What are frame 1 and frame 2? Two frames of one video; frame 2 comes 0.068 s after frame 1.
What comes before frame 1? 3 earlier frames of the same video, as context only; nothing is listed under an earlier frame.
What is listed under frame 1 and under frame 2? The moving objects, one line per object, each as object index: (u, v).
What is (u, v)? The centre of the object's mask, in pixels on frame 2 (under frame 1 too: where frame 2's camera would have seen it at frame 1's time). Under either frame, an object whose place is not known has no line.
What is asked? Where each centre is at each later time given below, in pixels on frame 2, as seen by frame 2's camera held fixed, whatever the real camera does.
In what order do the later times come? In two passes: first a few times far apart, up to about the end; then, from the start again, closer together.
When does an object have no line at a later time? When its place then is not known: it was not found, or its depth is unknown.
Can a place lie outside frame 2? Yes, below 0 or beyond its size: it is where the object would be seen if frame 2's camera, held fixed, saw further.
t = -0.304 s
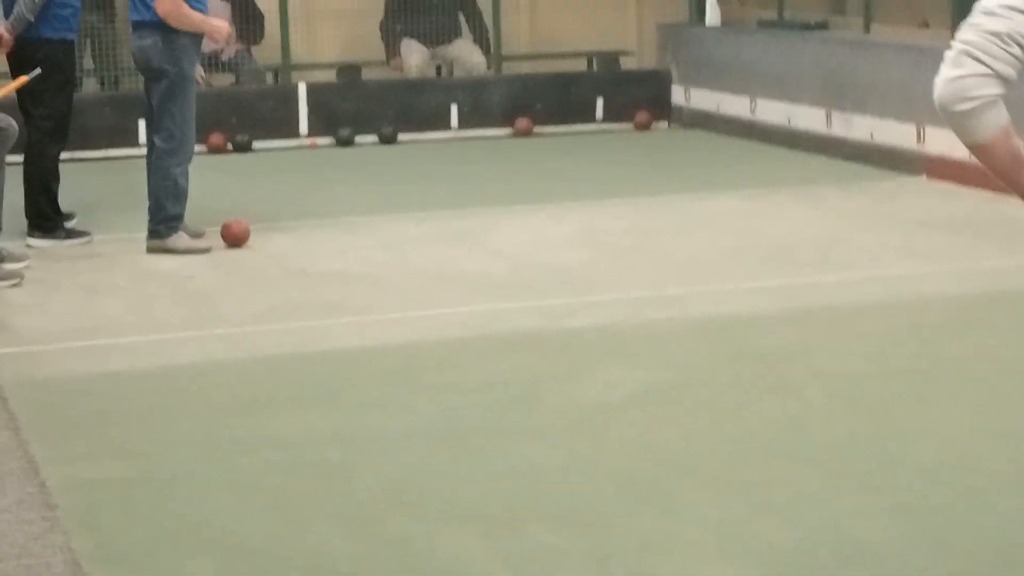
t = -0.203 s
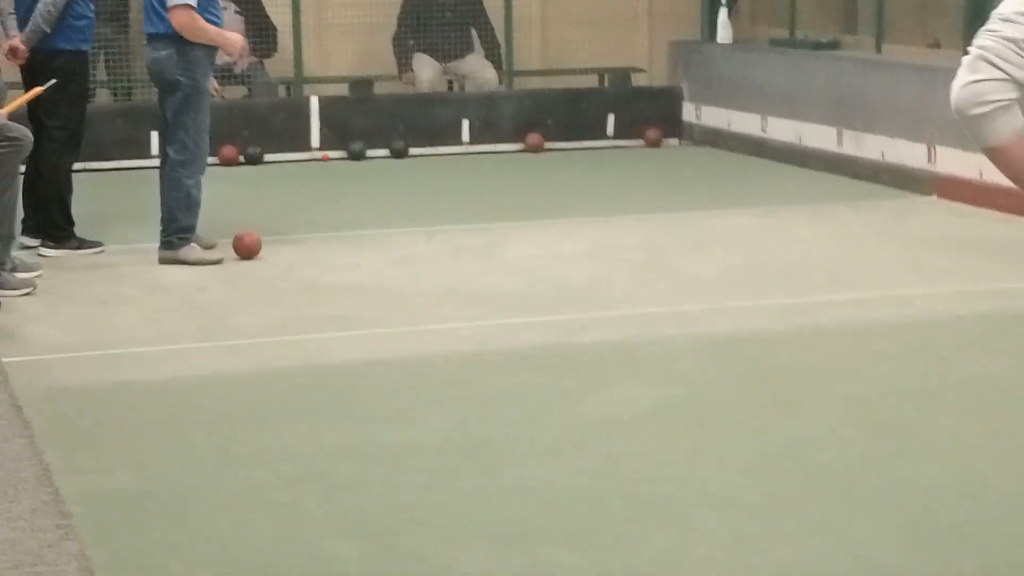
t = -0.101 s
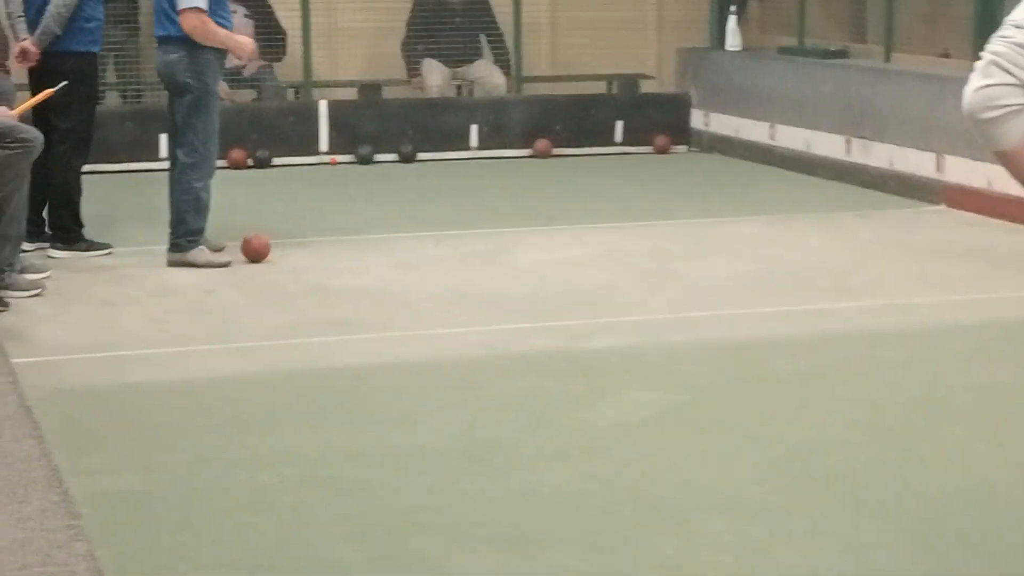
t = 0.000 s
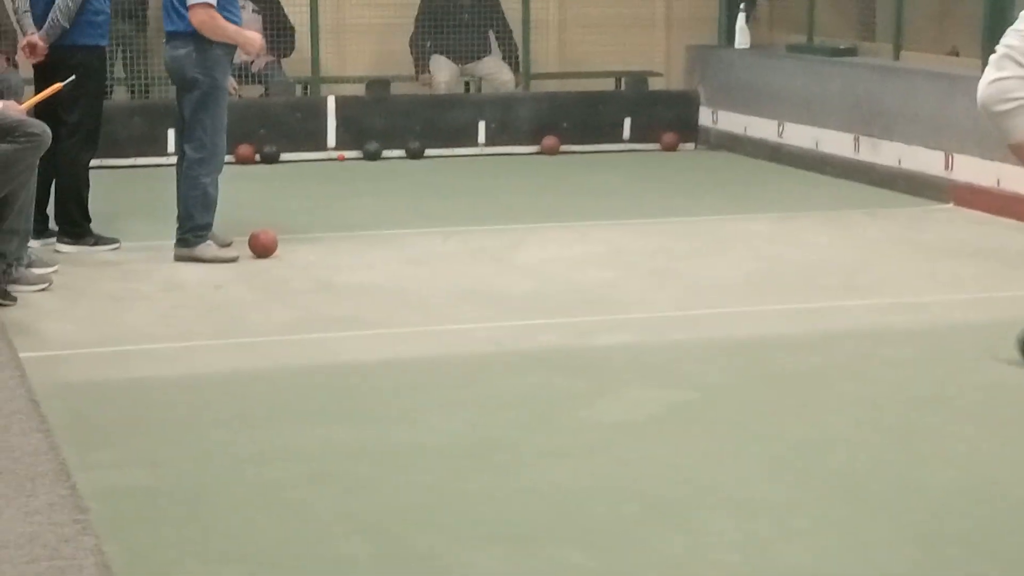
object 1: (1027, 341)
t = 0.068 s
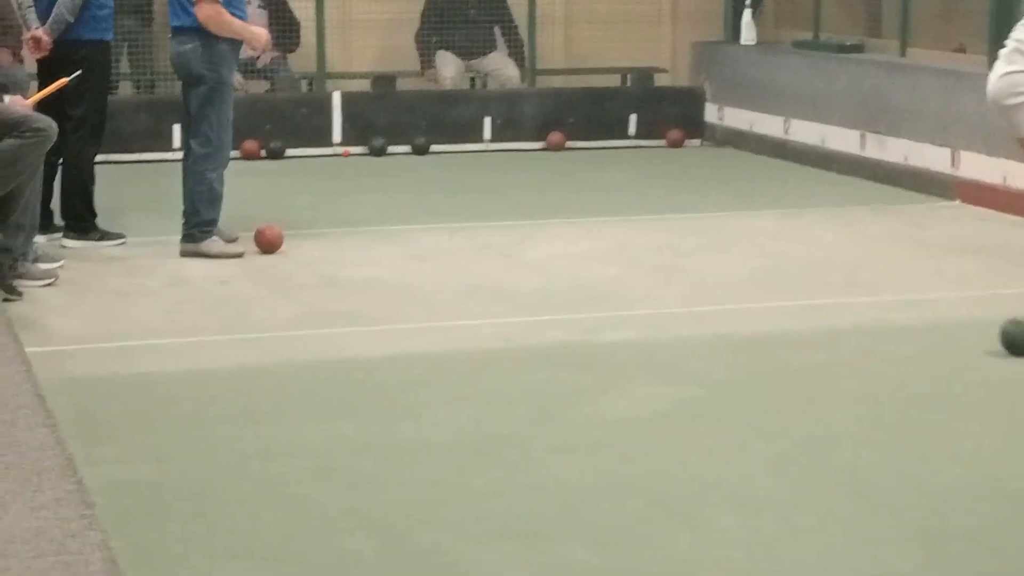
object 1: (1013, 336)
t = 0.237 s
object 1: (966, 321)
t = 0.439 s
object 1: (900, 303)
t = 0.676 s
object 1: (835, 285)
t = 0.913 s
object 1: (777, 270)
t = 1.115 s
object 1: (733, 259)
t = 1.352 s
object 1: (686, 246)
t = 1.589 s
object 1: (644, 235)
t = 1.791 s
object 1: (612, 226)
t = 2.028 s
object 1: (578, 216)
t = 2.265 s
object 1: (547, 208)
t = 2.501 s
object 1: (519, 200)
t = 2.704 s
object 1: (497, 193)
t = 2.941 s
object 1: (474, 187)
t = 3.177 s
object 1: (454, 180)
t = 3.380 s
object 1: (437, 175)
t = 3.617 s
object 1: (419, 169)
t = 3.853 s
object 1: (402, 164)
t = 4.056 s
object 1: (390, 160)
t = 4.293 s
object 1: (376, 155)
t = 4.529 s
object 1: (363, 152)
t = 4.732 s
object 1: (352, 149)
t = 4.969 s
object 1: (341, 147)
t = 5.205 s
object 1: (337, 148)
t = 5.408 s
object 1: (336, 147)
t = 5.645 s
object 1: (333, 148)
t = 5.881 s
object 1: (332, 148)
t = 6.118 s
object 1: (331, 148)
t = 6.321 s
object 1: (331, 147)
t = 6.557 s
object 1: (331, 148)
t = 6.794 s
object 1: (331, 148)
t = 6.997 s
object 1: (331, 148)
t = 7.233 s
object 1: (332, 148)
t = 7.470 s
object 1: (331, 148)
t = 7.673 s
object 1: (331, 148)
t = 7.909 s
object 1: (331, 148)
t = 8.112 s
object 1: (331, 148)
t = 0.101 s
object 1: (1006, 333)
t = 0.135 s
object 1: (998, 330)
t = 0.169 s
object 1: (988, 327)
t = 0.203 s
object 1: (976, 324)
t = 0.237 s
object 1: (966, 321)
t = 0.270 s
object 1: (954, 318)
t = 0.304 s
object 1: (943, 315)
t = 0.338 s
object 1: (932, 313)
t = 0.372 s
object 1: (922, 310)
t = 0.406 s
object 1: (910, 307)
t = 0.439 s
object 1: (900, 303)
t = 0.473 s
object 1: (890, 301)
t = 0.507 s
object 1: (877, 300)
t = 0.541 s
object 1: (869, 295)
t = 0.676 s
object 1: (835, 285)
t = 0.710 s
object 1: (826, 283)
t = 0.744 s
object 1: (816, 280)
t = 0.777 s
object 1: (807, 278)
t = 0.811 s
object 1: (799, 276)
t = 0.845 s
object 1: (791, 275)
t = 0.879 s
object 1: (785, 273)
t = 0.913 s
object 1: (777, 270)
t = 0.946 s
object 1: (770, 268)
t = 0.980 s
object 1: (762, 266)
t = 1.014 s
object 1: (754, 264)
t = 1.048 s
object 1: (747, 262)
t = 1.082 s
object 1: (740, 261)
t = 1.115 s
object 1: (733, 259)
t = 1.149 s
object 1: (725, 257)
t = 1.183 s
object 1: (719, 255)
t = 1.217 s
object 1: (712, 253)
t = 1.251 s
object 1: (706, 252)
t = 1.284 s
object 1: (699, 250)
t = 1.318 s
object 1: (693, 248)
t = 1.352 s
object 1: (686, 246)
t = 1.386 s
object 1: (678, 245)
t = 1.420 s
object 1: (673, 243)
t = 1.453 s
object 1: (667, 241)
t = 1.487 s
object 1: (661, 240)
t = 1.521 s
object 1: (656, 238)
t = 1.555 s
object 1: (650, 237)
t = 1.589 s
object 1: (644, 235)
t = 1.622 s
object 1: (639, 233)
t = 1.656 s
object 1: (633, 232)
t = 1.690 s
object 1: (627, 230)
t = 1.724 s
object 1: (622, 229)
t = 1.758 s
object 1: (617, 227)
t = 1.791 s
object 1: (612, 226)
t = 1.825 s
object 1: (607, 225)
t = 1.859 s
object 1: (602, 223)
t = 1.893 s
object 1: (597, 222)
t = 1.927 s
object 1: (592, 221)
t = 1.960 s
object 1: (587, 219)
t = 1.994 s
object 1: (582, 218)
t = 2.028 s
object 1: (578, 216)
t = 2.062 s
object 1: (574, 215)
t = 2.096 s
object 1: (569, 214)
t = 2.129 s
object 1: (564, 213)
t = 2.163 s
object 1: (560, 211)
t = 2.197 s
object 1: (556, 210)
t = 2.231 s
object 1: (551, 209)
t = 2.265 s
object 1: (547, 208)
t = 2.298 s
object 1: (543, 207)
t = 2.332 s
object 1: (538, 205)
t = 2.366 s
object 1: (534, 204)
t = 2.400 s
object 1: (531, 203)
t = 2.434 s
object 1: (527, 202)
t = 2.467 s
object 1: (523, 201)
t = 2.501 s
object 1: (519, 200)
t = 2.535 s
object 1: (515, 199)
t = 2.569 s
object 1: (511, 198)
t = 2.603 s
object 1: (508, 197)
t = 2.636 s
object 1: (504, 196)
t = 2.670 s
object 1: (501, 195)
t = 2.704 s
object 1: (497, 193)
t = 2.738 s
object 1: (494, 193)
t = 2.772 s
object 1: (491, 191)
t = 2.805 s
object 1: (487, 191)
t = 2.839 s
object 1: (484, 189)
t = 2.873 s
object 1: (481, 188)
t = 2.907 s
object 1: (477, 188)
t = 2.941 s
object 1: (474, 187)
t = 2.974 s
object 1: (471, 186)
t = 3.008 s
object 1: (468, 185)
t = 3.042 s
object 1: (465, 184)
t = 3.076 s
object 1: (462, 183)
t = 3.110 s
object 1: (459, 182)
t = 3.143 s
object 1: (456, 181)
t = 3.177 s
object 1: (454, 180)
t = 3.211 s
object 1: (451, 179)
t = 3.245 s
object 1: (448, 178)
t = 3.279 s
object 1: (445, 177)
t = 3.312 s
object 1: (442, 176)
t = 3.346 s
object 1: (440, 176)
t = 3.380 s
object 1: (437, 175)
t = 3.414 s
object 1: (434, 174)
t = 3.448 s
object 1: (432, 173)
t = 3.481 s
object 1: (429, 172)
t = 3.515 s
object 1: (427, 171)
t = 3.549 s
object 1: (424, 171)
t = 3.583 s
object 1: (421, 170)
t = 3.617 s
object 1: (419, 169)
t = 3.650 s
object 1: (416, 168)
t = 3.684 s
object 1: (414, 168)
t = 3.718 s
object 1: (412, 167)
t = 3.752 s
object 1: (409, 166)
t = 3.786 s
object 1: (407, 165)
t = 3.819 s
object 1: (405, 165)
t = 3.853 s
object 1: (402, 164)
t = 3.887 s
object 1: (400, 164)
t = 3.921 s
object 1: (398, 163)
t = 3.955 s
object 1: (396, 162)
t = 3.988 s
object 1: (394, 161)
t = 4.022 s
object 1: (392, 161)
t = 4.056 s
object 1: (390, 160)
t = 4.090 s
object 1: (388, 160)
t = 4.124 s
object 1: (386, 159)
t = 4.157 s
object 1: (384, 158)
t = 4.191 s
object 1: (381, 157)
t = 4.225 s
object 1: (379, 157)
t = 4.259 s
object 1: (378, 157)
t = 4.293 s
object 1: (376, 155)
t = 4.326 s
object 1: (374, 155)
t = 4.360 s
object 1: (373, 154)
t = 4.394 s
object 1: (370, 154)
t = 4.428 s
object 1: (368, 153)
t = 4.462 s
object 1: (366, 153)
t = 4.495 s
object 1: (364, 152)
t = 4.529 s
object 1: (363, 152)
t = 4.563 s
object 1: (360, 151)
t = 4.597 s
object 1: (359, 151)
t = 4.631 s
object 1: (357, 150)
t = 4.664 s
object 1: (355, 150)
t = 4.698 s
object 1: (354, 150)
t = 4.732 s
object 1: (352, 149)
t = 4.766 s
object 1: (350, 149)
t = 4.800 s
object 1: (348, 149)
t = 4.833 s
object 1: (346, 148)
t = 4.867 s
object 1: (345, 148)
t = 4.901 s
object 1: (343, 148)
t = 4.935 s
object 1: (342, 148)
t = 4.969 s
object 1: (341, 147)
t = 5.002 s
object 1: (340, 148)
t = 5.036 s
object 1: (340, 147)
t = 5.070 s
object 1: (339, 148)
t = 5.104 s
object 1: (339, 148)
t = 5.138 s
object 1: (338, 148)
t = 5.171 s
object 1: (338, 147)
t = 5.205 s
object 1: (337, 148)
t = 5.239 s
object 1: (337, 147)
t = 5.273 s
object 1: (336, 147)
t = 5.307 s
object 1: (336, 147)
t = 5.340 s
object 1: (336, 147)
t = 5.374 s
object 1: (336, 147)
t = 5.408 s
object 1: (336, 147)
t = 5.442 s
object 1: (335, 147)
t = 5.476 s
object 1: (335, 147)
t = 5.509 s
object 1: (334, 148)
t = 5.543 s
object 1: (335, 147)
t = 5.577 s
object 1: (334, 147)
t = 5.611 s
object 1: (334, 148)
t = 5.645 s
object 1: (333, 148)
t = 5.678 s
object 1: (333, 148)
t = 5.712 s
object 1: (333, 147)
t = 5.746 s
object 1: (332, 147)
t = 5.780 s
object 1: (332, 148)
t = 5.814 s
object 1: (332, 147)
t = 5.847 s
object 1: (332, 148)
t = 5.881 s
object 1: (332, 148)
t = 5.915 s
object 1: (332, 147)
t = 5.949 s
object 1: (331, 147)
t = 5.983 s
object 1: (332, 148)
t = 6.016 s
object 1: (331, 148)
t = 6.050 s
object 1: (332, 148)
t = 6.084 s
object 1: (331, 148)
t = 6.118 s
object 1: (331, 148)
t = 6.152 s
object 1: (331, 148)
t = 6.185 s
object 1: (331, 147)
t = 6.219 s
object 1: (331, 148)
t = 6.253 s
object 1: (331, 148)
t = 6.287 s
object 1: (331, 148)
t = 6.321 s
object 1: (331, 147)
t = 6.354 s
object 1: (331, 148)
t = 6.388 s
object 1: (332, 148)
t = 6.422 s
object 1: (331, 148)
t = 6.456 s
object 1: (331, 148)
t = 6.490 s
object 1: (331, 147)
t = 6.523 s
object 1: (331, 148)
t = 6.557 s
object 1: (331, 148)
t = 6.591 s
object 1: (331, 148)
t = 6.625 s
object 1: (331, 148)
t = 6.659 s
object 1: (331, 148)
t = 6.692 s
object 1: (331, 148)
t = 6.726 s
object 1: (331, 148)
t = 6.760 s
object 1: (331, 148)
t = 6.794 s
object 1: (331, 148)
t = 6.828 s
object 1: (331, 148)
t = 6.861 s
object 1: (331, 148)
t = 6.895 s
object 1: (331, 148)
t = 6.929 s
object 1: (331, 148)
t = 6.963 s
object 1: (331, 148)
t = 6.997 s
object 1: (331, 148)
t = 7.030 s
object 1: (331, 148)
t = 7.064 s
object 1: (331, 148)
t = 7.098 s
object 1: (331, 148)
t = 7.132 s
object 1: (331, 148)
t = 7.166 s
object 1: (331, 148)
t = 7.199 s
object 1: (331, 148)
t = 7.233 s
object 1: (332, 148)
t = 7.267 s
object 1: (332, 148)
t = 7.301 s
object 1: (332, 148)
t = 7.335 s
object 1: (331, 149)
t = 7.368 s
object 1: (331, 148)
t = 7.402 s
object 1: (332, 148)
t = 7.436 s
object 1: (332, 148)
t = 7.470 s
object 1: (331, 148)
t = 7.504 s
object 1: (331, 148)
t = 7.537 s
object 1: (331, 148)
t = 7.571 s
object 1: (331, 148)
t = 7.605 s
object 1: (331, 148)
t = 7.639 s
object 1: (331, 148)
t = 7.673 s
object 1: (331, 148)
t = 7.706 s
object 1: (331, 148)
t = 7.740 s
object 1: (331, 148)
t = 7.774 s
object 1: (331, 148)
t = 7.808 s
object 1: (331, 148)
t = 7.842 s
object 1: (331, 148)
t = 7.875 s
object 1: (331, 148)
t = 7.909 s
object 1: (331, 148)
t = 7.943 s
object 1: (331, 148)
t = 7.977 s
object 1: (331, 148)
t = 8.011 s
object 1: (331, 148)
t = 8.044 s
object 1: (331, 148)
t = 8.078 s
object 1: (331, 148)
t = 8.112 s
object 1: (331, 148)
